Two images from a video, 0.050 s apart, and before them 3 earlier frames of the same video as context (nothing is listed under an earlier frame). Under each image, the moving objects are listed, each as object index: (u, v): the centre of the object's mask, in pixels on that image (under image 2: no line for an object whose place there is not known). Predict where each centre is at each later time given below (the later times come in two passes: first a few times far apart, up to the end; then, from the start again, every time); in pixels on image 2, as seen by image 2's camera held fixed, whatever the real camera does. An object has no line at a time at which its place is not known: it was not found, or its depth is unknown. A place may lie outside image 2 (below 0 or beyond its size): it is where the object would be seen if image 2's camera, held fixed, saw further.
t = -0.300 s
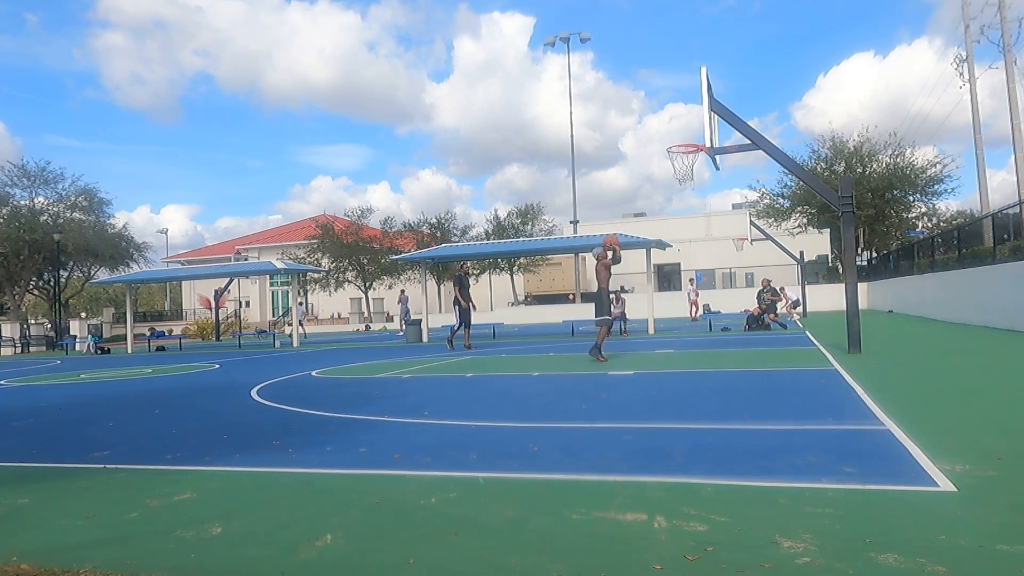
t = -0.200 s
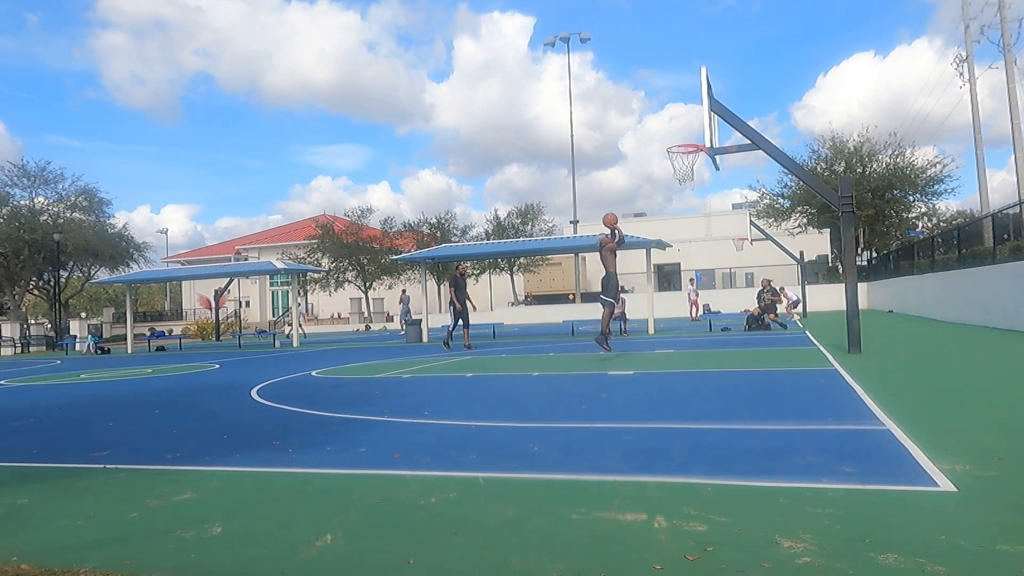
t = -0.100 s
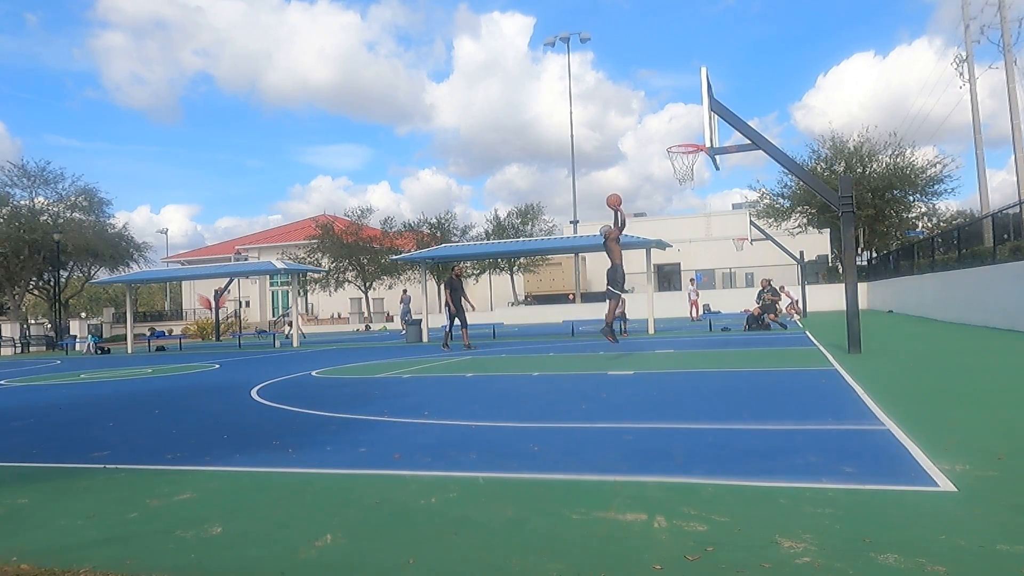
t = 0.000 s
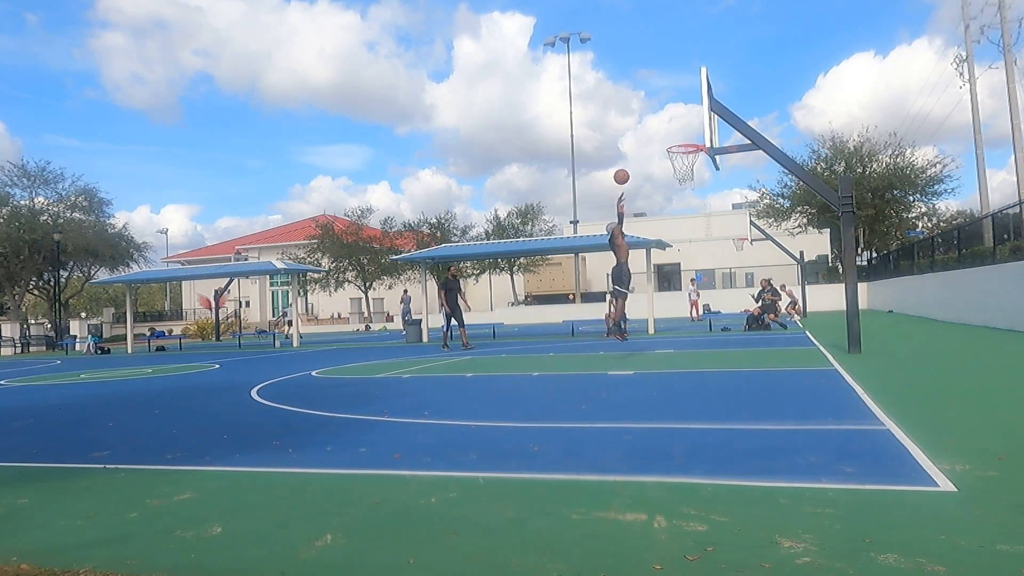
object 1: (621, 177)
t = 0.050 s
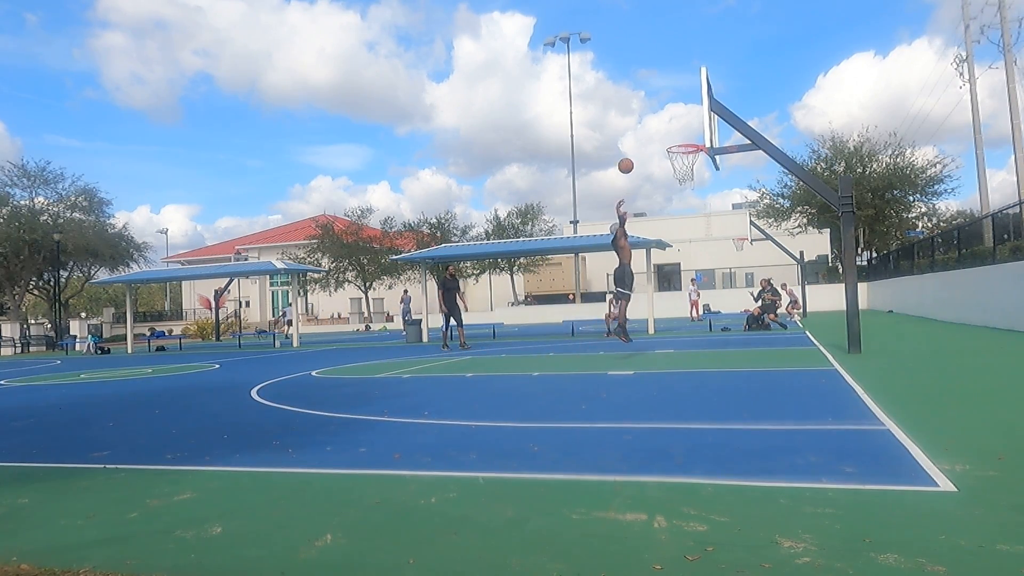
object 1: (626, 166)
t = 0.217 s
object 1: (641, 140)
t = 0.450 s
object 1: (664, 135)
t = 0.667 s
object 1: (683, 149)
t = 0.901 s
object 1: (696, 168)
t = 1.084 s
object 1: (695, 185)
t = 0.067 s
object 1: (627, 162)
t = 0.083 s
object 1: (628, 159)
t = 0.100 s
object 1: (630, 156)
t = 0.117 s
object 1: (631, 154)
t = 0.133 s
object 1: (633, 151)
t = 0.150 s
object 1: (635, 148)
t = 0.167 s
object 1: (636, 146)
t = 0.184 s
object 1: (638, 144)
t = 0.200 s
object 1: (639, 142)
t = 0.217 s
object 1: (641, 140)
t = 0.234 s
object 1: (642, 139)
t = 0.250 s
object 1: (644, 138)
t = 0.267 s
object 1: (645, 136)
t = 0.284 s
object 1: (647, 136)
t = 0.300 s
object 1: (649, 135)
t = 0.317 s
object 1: (650, 134)
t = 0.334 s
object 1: (652, 134)
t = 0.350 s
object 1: (654, 133)
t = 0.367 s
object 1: (655, 133)
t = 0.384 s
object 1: (657, 133)
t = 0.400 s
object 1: (659, 134)
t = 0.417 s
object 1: (660, 134)
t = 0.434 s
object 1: (662, 134)
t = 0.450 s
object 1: (664, 135)
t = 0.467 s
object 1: (665, 136)
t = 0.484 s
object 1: (667, 137)
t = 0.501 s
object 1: (669, 139)
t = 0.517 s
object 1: (671, 140)
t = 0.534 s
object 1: (672, 142)
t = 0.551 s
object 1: (674, 144)
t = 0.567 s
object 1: (675, 144)
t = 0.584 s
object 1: (676, 144)
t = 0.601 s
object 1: (678, 145)
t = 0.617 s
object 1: (679, 145)
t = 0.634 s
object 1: (681, 146)
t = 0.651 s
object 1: (682, 147)
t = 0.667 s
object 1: (683, 149)
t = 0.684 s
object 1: (685, 150)
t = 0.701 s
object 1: (686, 152)
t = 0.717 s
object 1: (687, 154)
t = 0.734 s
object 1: (689, 156)
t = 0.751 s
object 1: (690, 158)
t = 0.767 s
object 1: (692, 160)
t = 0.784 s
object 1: (693, 162)
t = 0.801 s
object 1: (694, 164)
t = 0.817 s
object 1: (695, 165)
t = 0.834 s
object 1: (695, 166)
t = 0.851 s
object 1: (696, 166)
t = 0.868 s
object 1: (696, 167)
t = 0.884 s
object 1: (696, 167)
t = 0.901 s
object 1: (696, 168)
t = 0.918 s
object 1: (696, 169)
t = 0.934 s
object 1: (696, 169)
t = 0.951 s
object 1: (696, 171)
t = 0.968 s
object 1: (696, 172)
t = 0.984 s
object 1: (696, 173)
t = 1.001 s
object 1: (696, 175)
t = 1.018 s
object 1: (696, 177)
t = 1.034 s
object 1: (695, 178)
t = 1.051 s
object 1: (695, 180)
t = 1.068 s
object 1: (696, 183)
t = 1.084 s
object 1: (695, 185)
